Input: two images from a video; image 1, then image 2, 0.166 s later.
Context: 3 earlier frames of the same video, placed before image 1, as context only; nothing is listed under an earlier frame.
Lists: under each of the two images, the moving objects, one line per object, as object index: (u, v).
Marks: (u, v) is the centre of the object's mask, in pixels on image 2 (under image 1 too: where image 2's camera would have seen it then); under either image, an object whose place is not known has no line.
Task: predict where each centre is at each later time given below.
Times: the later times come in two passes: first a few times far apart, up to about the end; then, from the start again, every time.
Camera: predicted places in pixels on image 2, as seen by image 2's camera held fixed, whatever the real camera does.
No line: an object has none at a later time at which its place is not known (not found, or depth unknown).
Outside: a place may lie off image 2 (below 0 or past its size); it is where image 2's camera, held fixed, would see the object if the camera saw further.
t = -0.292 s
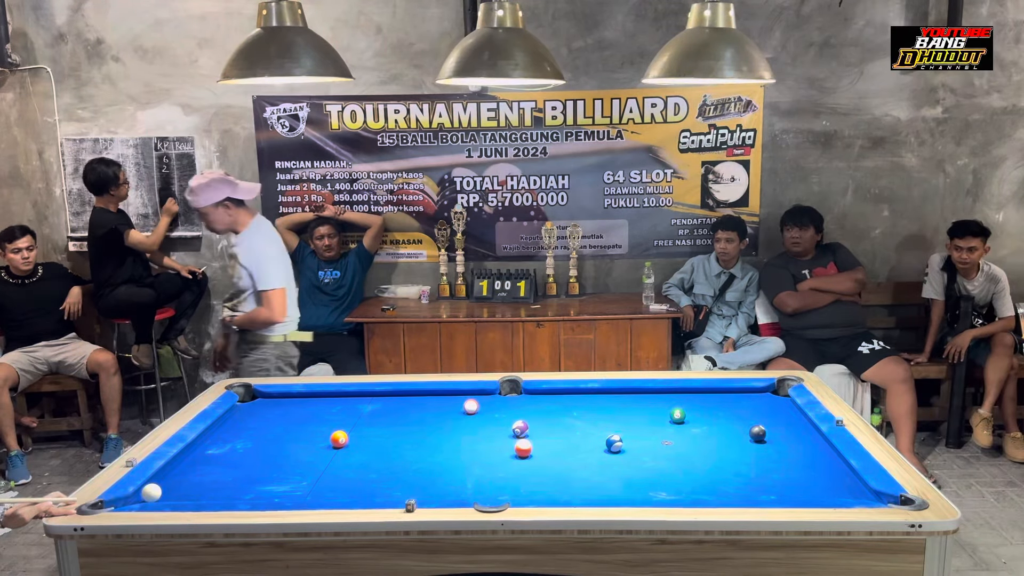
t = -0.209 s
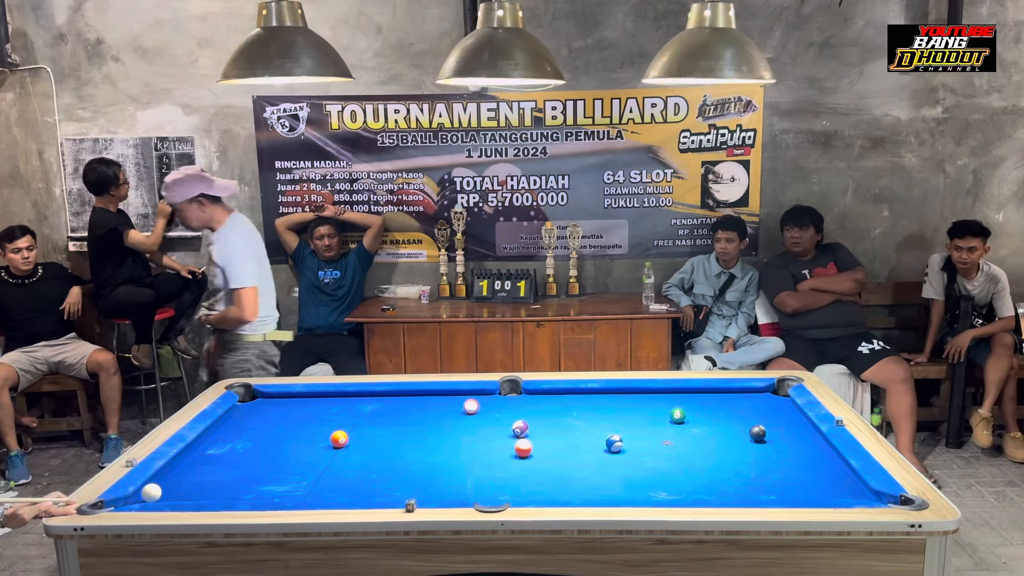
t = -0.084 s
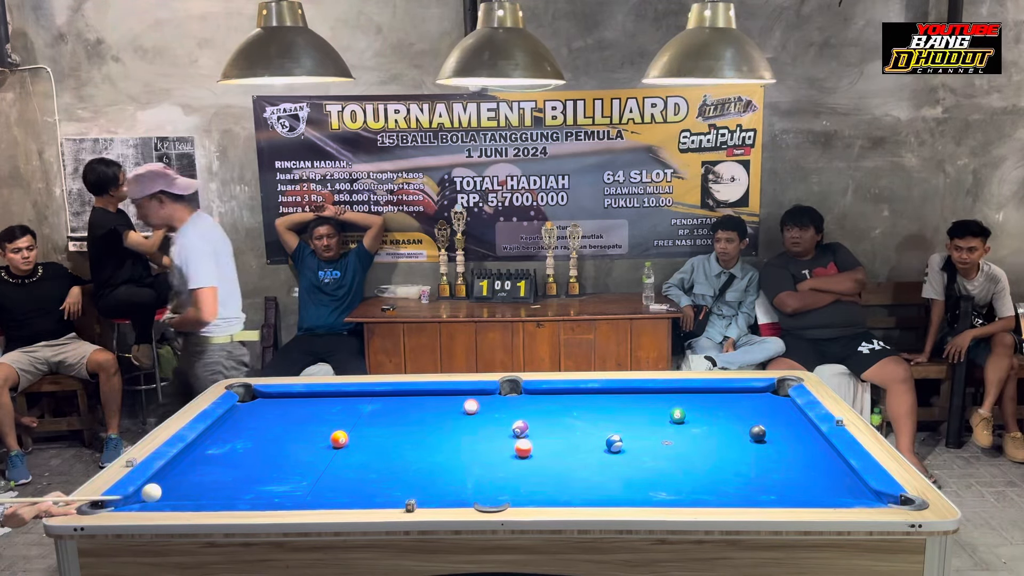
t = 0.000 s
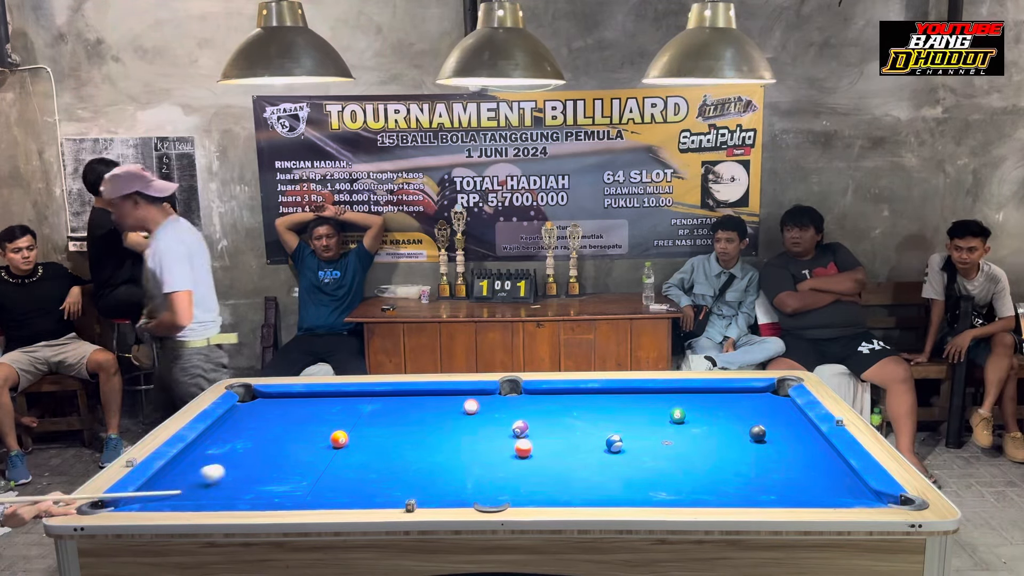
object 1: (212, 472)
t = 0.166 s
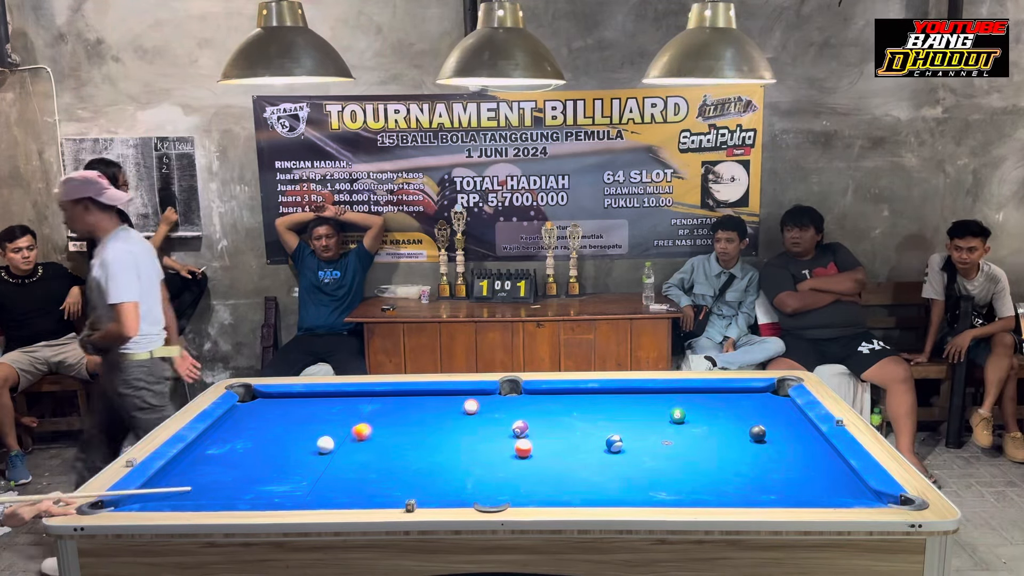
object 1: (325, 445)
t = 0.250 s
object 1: (325, 446)
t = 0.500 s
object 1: (323, 451)
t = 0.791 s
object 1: (320, 456)
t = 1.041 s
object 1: (319, 459)
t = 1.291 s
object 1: (316, 462)
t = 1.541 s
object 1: (314, 464)
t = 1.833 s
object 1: (313, 466)
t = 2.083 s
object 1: (312, 467)
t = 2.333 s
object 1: (312, 467)
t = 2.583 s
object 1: (312, 467)
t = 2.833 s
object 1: (312, 467)
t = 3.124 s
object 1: (312, 467)
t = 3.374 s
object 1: (312, 467)
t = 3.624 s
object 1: (312, 467)
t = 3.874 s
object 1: (312, 467)
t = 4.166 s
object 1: (312, 467)
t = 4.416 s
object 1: (313, 467)
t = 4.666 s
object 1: (312, 467)
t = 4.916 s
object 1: (312, 467)
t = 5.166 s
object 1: (312, 467)
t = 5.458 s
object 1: (313, 467)
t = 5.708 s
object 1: (312, 467)
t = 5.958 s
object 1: (313, 467)
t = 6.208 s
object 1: (312, 467)
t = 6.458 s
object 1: (313, 467)
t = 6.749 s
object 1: (313, 467)
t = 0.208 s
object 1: (325, 445)
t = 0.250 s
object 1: (325, 446)
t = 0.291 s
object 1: (324, 447)
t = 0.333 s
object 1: (323, 448)
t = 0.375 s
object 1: (324, 449)
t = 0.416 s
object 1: (323, 449)
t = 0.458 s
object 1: (323, 450)
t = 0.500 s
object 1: (323, 451)
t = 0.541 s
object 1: (322, 451)
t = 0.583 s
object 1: (322, 452)
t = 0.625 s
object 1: (321, 453)
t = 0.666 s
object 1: (321, 454)
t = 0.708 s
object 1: (321, 454)
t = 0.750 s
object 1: (320, 455)
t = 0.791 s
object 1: (320, 456)
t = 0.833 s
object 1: (320, 456)
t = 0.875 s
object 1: (320, 457)
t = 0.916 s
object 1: (319, 457)
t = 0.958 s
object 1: (319, 458)
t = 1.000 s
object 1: (319, 459)
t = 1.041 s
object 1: (319, 459)
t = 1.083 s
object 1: (318, 460)
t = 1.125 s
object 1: (318, 460)
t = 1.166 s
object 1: (317, 461)
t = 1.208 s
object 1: (317, 461)
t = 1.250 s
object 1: (317, 462)
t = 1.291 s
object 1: (316, 462)
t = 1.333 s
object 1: (316, 462)
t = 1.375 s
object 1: (316, 463)
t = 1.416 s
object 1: (315, 463)
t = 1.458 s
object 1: (315, 464)
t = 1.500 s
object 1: (315, 464)
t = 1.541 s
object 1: (314, 464)
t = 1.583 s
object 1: (315, 465)
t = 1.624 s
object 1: (314, 465)
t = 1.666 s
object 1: (314, 465)
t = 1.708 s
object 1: (313, 465)
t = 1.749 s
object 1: (313, 466)
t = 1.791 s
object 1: (313, 466)
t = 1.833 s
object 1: (313, 466)
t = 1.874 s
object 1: (313, 467)
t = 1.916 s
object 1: (312, 467)
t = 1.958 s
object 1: (313, 467)
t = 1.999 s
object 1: (312, 467)
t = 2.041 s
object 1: (312, 467)
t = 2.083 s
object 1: (312, 467)
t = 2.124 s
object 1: (313, 467)
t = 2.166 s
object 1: (313, 467)
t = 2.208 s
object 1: (312, 467)
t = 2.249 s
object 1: (312, 467)
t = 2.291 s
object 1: (312, 467)
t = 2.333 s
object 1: (312, 467)
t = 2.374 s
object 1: (312, 467)
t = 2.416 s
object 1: (312, 467)
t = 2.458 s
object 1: (312, 467)
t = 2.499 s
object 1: (312, 467)
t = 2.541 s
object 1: (312, 467)
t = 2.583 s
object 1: (312, 467)
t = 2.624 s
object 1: (312, 467)
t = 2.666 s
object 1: (312, 467)
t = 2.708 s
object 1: (312, 467)
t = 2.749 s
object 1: (312, 467)
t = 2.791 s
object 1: (312, 467)
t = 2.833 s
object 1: (312, 467)
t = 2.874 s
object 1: (312, 467)
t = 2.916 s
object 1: (312, 467)
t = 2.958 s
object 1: (312, 467)
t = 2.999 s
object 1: (312, 467)
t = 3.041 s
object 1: (312, 467)
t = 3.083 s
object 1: (312, 467)
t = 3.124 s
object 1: (312, 467)
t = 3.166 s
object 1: (312, 467)
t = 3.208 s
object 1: (312, 467)
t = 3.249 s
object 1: (312, 467)
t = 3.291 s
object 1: (312, 467)
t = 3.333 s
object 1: (312, 467)
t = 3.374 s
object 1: (312, 467)
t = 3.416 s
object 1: (312, 467)
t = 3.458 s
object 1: (312, 467)
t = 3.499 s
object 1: (312, 467)
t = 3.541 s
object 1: (312, 467)
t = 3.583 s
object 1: (312, 467)
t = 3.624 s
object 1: (312, 467)
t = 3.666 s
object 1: (312, 467)
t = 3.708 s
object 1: (312, 467)
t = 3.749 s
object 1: (312, 467)
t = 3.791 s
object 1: (312, 467)
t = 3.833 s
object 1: (312, 467)
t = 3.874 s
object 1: (312, 467)
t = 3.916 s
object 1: (312, 467)
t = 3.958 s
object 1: (312, 467)
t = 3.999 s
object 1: (312, 467)
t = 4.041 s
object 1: (312, 467)
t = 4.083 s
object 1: (313, 467)
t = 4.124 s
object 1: (312, 467)
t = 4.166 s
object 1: (312, 467)
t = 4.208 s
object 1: (313, 467)
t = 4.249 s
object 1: (312, 467)
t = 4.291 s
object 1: (312, 467)
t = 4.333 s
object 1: (313, 467)
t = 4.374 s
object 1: (312, 467)
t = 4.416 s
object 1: (313, 467)
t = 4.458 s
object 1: (312, 467)
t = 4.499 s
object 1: (313, 467)
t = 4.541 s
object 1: (312, 467)
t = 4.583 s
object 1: (313, 467)
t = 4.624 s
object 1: (312, 467)
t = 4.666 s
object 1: (312, 467)
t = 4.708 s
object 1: (313, 467)
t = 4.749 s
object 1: (312, 467)
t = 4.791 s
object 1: (312, 467)
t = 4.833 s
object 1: (313, 467)
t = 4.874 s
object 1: (313, 467)
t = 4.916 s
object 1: (312, 467)
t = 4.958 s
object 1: (312, 467)
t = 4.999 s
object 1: (312, 467)
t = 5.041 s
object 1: (312, 467)
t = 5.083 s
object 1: (312, 467)
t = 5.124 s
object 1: (312, 467)
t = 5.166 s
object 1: (312, 467)
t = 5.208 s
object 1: (312, 467)
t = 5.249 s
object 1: (312, 467)
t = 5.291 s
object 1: (312, 467)
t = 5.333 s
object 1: (312, 467)
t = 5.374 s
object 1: (313, 467)
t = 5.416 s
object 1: (312, 467)
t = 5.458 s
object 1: (313, 467)
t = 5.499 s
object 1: (312, 467)
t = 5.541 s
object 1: (312, 467)
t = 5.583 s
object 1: (312, 467)
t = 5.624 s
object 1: (313, 467)
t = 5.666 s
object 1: (312, 467)
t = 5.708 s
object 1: (312, 467)
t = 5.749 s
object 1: (312, 467)
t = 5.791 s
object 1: (312, 467)
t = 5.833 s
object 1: (312, 467)
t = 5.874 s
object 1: (313, 467)
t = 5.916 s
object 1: (312, 467)
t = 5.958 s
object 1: (313, 467)
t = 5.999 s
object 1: (313, 467)
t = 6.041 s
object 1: (312, 467)
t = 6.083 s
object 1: (313, 467)
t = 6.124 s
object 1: (313, 467)
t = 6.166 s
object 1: (313, 467)
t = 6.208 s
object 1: (312, 467)
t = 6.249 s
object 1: (313, 467)
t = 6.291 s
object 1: (313, 467)
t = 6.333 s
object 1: (313, 467)
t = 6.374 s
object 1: (313, 467)
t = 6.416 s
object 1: (313, 467)
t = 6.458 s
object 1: (313, 467)
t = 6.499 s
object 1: (313, 467)
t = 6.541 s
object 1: (313, 467)
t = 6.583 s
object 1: (313, 468)
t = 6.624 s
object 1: (313, 468)
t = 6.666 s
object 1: (313, 468)
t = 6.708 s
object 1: (313, 468)
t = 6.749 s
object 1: (313, 467)
